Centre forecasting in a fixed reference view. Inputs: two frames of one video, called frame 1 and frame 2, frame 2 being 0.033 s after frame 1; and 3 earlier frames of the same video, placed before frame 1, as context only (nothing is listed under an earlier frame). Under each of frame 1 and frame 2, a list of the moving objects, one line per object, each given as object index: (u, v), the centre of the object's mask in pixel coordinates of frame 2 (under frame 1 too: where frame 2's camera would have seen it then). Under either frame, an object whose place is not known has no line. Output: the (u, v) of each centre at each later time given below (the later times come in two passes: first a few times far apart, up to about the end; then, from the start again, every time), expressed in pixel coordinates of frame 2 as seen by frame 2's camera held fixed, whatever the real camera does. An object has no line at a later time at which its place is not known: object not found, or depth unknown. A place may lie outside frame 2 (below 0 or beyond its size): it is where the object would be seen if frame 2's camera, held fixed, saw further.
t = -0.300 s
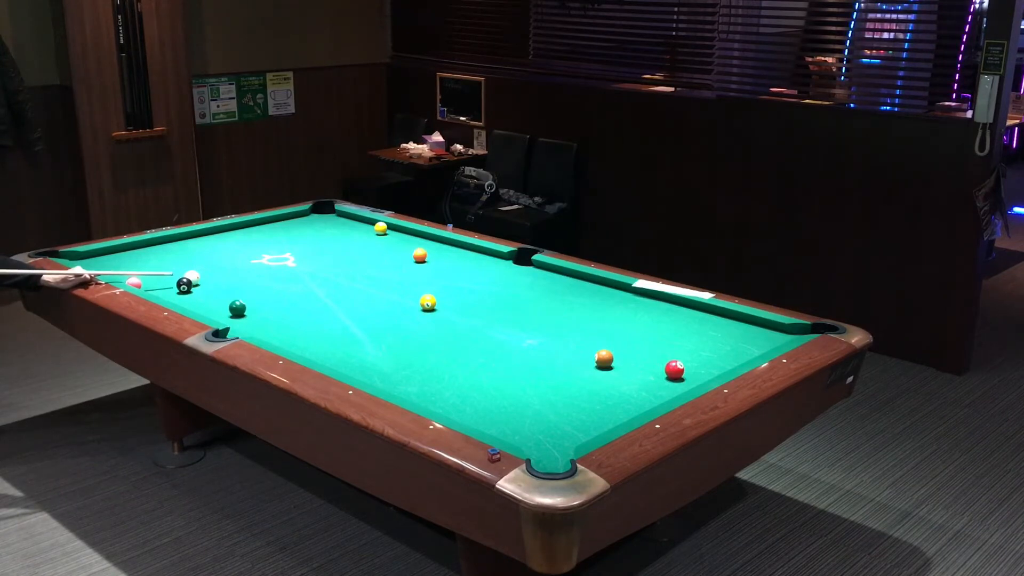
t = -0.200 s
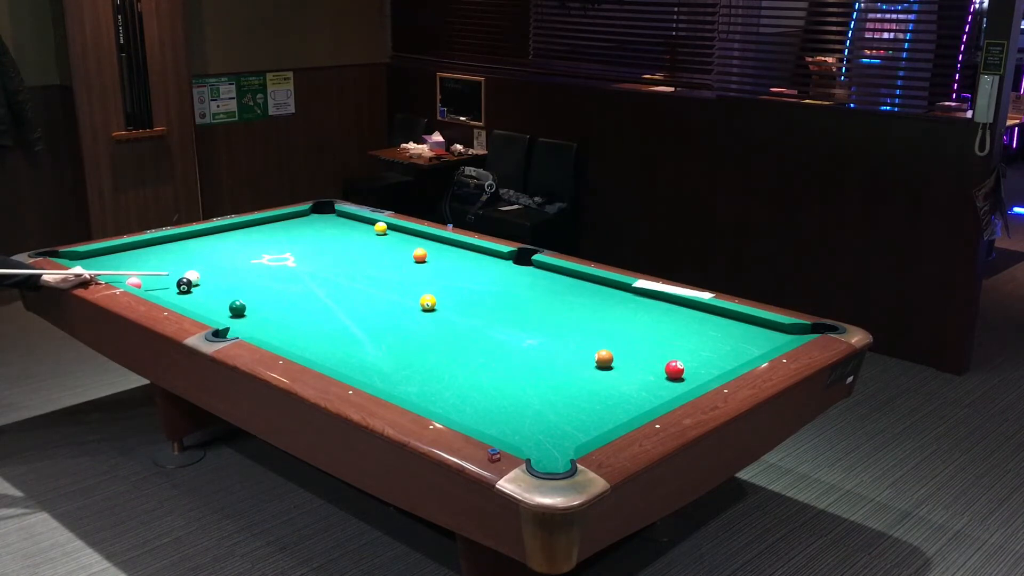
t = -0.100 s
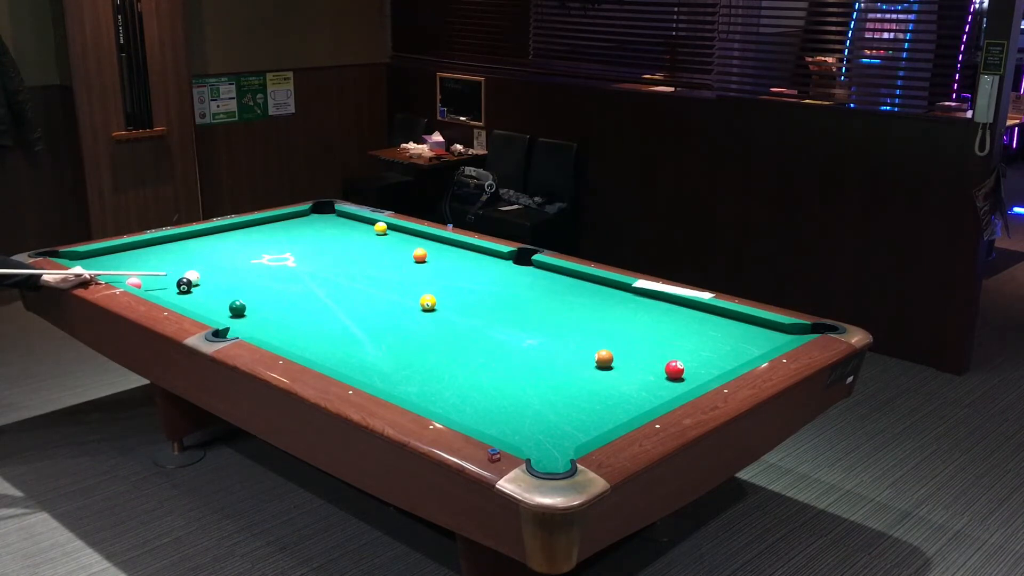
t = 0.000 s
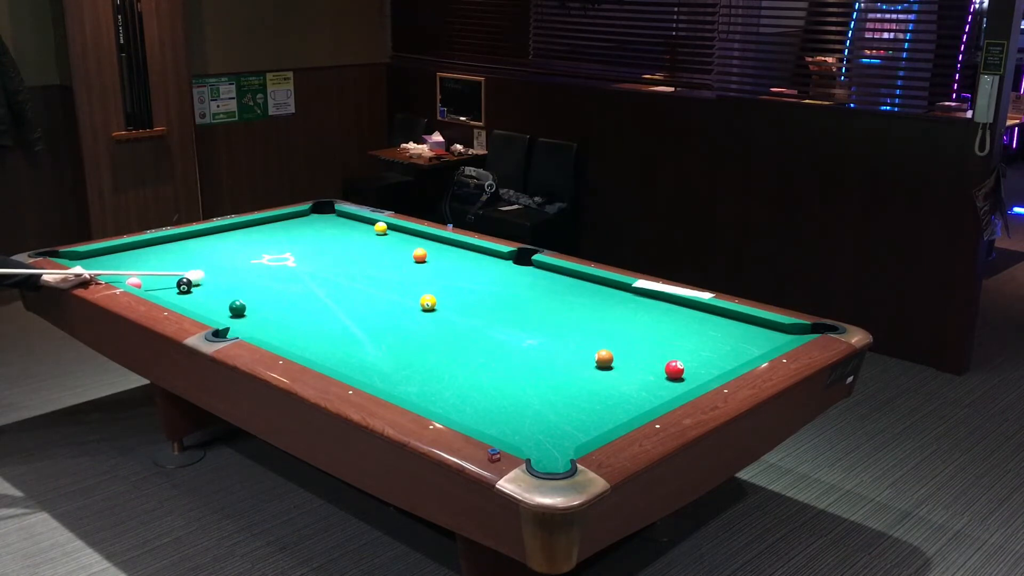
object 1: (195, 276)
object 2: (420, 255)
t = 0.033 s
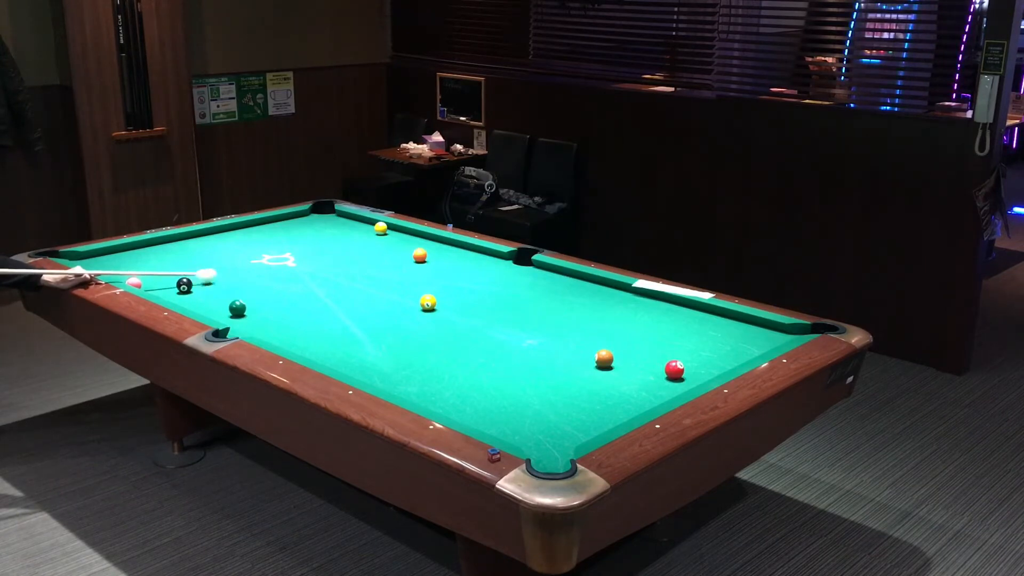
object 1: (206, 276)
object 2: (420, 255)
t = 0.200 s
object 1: (263, 270)
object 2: (420, 255)
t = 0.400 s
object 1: (328, 262)
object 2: (420, 255)
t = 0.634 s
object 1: (397, 255)
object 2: (420, 255)
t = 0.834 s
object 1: (418, 248)
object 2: (452, 256)
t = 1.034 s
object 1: (436, 241)
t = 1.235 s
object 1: (428, 241)
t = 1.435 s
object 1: (412, 242)
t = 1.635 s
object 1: (398, 244)
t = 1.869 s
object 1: (383, 246)
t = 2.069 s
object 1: (370, 247)
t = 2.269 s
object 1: (358, 249)
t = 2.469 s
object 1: (346, 250)
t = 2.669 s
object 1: (336, 252)
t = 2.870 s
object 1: (326, 253)
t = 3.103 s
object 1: (316, 255)
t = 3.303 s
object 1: (308, 255)
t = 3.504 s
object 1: (300, 256)
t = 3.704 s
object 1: (294, 257)
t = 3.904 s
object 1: (288, 258)
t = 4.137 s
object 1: (284, 259)
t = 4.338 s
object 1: (282, 260)
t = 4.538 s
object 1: (280, 260)
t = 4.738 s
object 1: (272, 261)
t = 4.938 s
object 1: (270, 261)
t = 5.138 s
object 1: (269, 261)
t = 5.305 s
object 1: (269, 261)
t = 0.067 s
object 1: (218, 275)
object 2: (420, 255)
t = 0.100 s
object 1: (229, 273)
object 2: (420, 255)
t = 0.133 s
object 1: (241, 271)
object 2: (420, 255)
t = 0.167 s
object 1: (252, 271)
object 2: (420, 255)
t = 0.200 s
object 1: (263, 270)
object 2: (420, 255)
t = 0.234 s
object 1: (274, 269)
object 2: (420, 255)
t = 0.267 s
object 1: (285, 267)
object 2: (420, 255)
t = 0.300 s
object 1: (296, 266)
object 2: (420, 255)
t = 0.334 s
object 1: (307, 264)
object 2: (420, 255)
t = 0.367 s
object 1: (317, 263)
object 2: (420, 255)
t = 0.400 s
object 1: (328, 262)
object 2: (420, 255)
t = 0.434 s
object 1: (338, 262)
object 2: (420, 255)
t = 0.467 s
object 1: (348, 260)
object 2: (420, 255)
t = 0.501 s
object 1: (358, 259)
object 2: (420, 255)
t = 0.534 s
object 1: (368, 258)
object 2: (420, 255)
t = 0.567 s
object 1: (378, 257)
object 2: (420, 255)
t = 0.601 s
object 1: (388, 256)
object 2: (420, 255)
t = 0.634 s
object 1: (397, 255)
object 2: (420, 255)
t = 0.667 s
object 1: (405, 254)
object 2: (421, 255)
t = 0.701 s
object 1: (407, 253)
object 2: (428, 255)
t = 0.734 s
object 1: (410, 252)
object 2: (435, 255)
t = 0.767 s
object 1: (412, 251)
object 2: (441, 255)
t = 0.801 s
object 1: (415, 249)
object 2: (446, 256)
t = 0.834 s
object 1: (418, 248)
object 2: (452, 256)
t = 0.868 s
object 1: (421, 247)
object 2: (457, 256)
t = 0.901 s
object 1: (424, 246)
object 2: (462, 256)
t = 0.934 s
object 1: (427, 245)
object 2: (467, 257)
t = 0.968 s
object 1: (430, 243)
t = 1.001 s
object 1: (433, 242)
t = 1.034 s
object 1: (436, 241)
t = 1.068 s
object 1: (438, 240)
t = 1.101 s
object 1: (438, 240)
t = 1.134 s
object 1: (435, 240)
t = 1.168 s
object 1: (433, 240)
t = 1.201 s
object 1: (430, 241)
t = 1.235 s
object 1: (428, 241)
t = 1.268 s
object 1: (425, 241)
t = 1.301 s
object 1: (423, 241)
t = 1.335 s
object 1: (420, 241)
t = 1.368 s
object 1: (417, 242)
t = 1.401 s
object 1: (415, 242)
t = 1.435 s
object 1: (412, 242)
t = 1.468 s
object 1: (410, 242)
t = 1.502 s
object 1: (408, 243)
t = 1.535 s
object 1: (406, 243)
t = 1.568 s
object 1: (403, 243)
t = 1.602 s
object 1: (401, 244)
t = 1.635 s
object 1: (398, 244)
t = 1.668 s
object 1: (396, 244)
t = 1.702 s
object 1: (394, 245)
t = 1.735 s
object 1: (391, 245)
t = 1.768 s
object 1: (389, 245)
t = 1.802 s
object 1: (387, 246)
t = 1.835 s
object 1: (385, 246)
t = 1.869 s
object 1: (383, 246)
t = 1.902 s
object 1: (381, 246)
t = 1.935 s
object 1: (378, 246)
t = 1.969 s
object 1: (376, 247)
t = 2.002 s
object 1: (374, 247)
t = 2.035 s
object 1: (372, 247)
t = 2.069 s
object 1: (370, 247)
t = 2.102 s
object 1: (368, 248)
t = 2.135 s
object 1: (366, 248)
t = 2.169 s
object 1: (364, 248)
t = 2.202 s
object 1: (362, 248)
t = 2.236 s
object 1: (360, 249)
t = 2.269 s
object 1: (358, 249)
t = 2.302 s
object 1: (356, 249)
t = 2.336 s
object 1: (354, 249)
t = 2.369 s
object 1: (352, 250)
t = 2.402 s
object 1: (350, 250)
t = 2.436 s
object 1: (348, 250)
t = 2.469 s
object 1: (346, 250)
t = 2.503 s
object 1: (345, 251)
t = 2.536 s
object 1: (343, 251)
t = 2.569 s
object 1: (341, 251)
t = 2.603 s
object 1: (340, 251)
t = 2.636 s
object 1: (338, 251)
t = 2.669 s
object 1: (336, 252)
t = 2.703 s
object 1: (335, 252)
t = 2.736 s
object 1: (333, 252)
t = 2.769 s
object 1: (331, 252)
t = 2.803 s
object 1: (329, 252)
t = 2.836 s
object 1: (328, 253)
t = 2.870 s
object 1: (326, 253)
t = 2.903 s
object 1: (325, 253)
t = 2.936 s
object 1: (323, 253)
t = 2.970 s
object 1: (322, 254)
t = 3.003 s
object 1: (320, 254)
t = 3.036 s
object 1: (318, 254)
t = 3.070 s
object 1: (317, 254)
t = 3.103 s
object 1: (316, 255)
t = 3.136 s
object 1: (314, 255)
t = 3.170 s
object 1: (313, 255)
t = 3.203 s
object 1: (312, 255)
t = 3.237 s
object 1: (310, 255)
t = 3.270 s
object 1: (309, 255)
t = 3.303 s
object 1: (308, 255)
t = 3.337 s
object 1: (306, 256)
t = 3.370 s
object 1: (305, 255)
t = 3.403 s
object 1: (304, 256)
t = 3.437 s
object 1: (302, 256)
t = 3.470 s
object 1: (302, 256)
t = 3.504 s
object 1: (300, 256)
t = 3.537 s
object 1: (299, 257)
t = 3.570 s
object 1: (298, 257)
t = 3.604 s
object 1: (297, 257)
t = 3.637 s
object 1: (296, 257)
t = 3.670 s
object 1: (295, 257)
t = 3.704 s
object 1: (294, 257)
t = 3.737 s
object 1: (293, 257)
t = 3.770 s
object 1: (292, 257)
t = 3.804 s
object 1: (291, 258)
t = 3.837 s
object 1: (290, 258)
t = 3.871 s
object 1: (289, 258)
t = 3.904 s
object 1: (288, 258)
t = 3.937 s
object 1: (288, 258)
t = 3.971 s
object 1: (287, 258)
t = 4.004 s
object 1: (286, 259)
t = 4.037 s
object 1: (285, 259)
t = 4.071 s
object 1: (285, 259)
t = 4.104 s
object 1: (285, 259)
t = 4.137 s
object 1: (284, 259)
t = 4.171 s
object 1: (284, 259)
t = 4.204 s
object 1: (283, 259)
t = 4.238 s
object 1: (283, 259)
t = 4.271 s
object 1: (283, 259)
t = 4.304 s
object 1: (283, 260)
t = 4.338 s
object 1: (282, 260)
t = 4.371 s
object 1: (282, 260)
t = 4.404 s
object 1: (281, 260)
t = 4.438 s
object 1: (281, 260)
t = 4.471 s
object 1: (281, 260)
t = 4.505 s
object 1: (280, 260)
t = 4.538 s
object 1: (280, 260)
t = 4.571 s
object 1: (279, 260)
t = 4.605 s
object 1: (279, 260)
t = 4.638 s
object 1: (279, 260)
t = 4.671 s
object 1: (273, 260)
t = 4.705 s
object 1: (272, 261)
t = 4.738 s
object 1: (272, 261)
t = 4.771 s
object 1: (272, 261)
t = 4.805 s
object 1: (272, 261)
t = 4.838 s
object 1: (271, 261)
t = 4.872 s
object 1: (271, 261)
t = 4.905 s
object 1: (271, 261)
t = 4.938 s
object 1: (270, 261)
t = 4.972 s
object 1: (270, 261)
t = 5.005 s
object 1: (270, 261)
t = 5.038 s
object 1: (270, 261)
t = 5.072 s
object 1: (269, 261)
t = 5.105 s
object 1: (270, 261)
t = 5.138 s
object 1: (269, 261)
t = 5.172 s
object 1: (269, 261)
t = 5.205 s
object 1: (269, 261)
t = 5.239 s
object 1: (268, 261)
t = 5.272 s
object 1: (268, 261)
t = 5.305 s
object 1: (269, 261)
